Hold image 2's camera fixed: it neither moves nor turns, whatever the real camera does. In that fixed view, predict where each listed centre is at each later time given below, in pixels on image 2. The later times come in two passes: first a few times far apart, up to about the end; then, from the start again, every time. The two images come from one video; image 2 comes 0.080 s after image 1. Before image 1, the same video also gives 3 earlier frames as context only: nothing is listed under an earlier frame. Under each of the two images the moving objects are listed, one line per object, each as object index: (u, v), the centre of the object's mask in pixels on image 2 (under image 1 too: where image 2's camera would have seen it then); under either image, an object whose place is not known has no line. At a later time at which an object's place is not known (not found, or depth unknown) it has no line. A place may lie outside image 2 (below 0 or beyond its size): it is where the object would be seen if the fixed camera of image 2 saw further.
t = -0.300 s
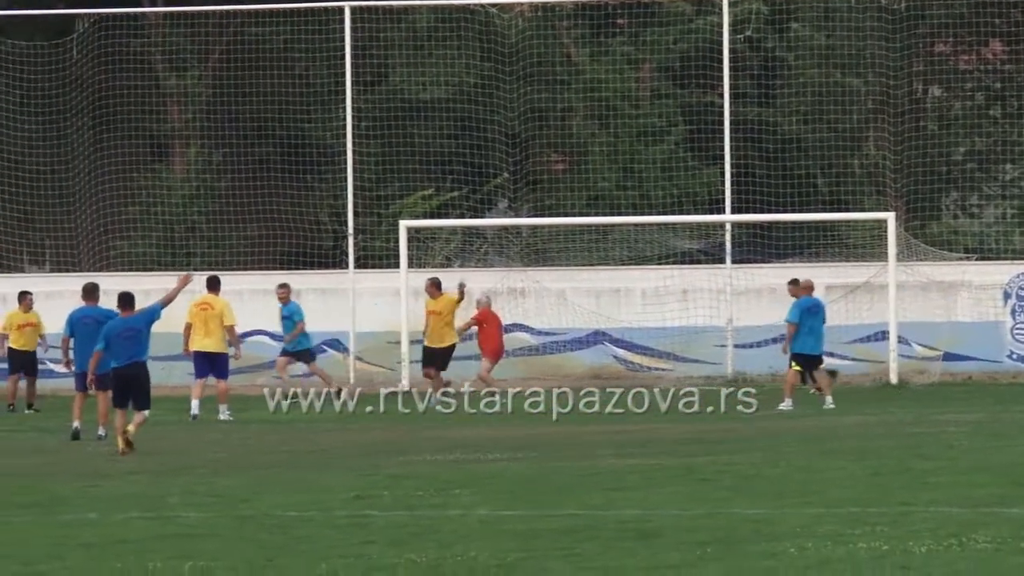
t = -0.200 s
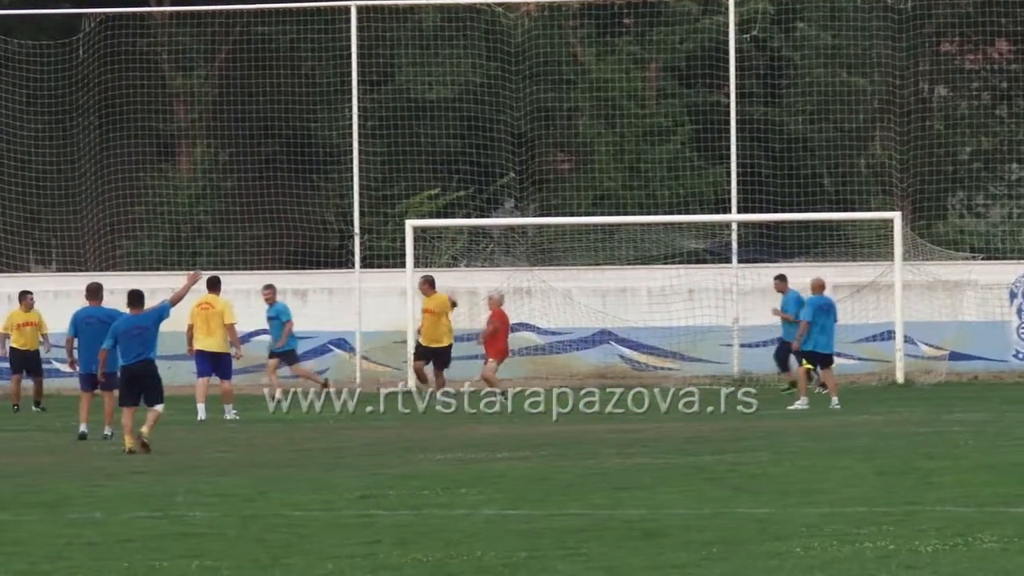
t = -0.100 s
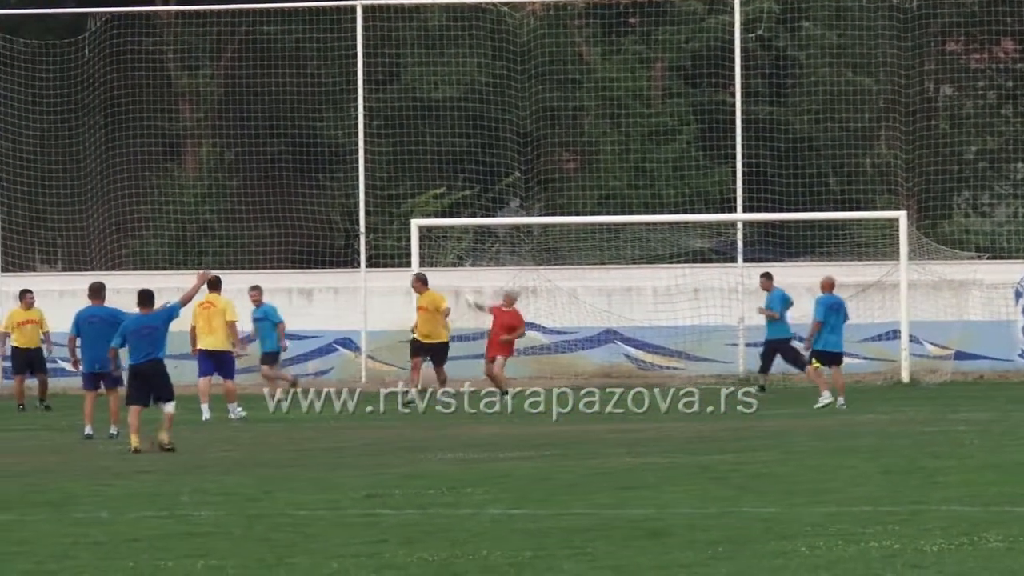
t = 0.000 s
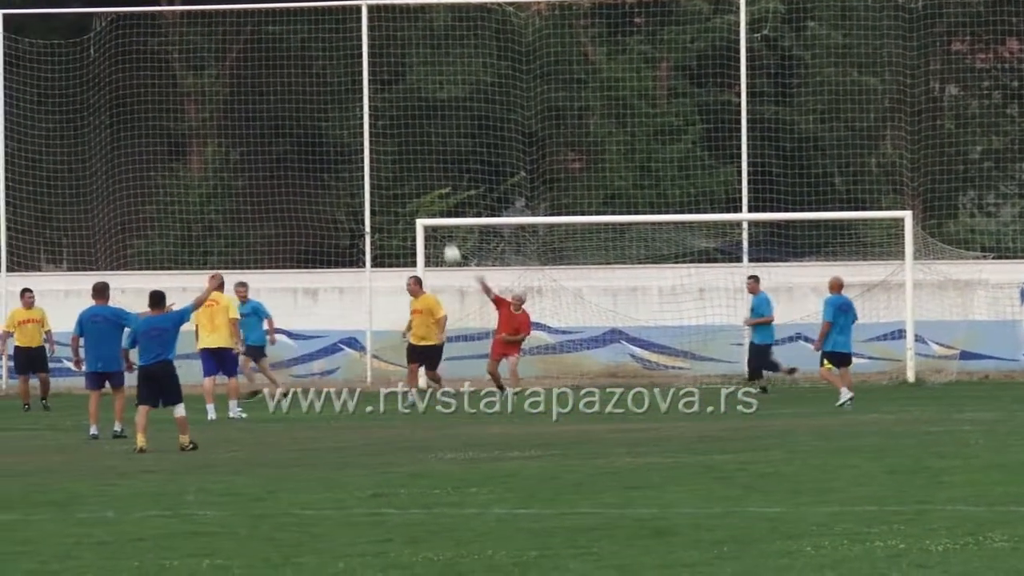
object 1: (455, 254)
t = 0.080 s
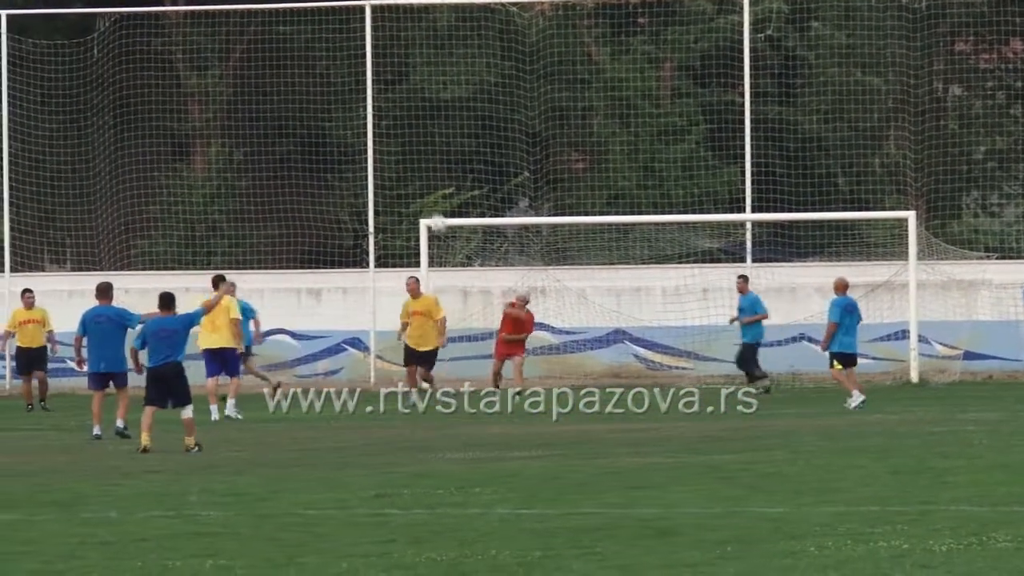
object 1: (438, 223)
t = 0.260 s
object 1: (397, 168)
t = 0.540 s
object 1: (325, 122)
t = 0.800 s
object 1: (249, 129)
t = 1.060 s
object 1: (164, 186)
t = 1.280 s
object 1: (84, 280)
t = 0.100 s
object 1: (434, 215)
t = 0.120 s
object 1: (429, 209)
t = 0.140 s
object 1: (425, 202)
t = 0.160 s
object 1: (421, 196)
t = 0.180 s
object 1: (416, 190)
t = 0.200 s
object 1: (412, 184)
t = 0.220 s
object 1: (407, 178)
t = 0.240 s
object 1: (402, 173)
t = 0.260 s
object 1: (397, 168)
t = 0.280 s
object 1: (392, 163)
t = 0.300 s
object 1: (388, 158)
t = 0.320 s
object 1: (383, 154)
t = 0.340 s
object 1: (379, 149)
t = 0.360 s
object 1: (373, 146)
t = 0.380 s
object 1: (367, 142)
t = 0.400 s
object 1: (360, 138)
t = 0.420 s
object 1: (356, 135)
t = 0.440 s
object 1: (352, 132)
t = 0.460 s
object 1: (346, 130)
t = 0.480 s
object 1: (341, 127)
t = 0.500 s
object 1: (336, 126)
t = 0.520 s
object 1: (331, 124)
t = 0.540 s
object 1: (325, 122)
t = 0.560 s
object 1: (320, 121)
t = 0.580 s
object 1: (314, 120)
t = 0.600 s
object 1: (308, 119)
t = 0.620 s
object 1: (302, 119)
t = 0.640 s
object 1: (297, 119)
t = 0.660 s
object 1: (291, 119)
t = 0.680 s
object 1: (285, 120)
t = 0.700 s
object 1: (279, 120)
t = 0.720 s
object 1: (273, 121)
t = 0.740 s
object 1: (267, 123)
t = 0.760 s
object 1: (261, 125)
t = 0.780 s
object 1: (255, 126)
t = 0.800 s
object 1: (249, 129)
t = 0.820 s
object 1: (243, 131)
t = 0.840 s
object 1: (236, 134)
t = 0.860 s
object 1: (230, 137)
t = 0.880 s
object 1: (224, 140)
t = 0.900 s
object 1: (218, 145)
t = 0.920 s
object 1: (210, 148)
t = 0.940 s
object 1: (204, 153)
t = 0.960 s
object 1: (198, 158)
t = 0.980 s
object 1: (191, 163)
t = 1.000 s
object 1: (184, 168)
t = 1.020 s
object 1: (178, 173)
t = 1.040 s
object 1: (171, 179)
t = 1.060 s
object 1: (164, 186)
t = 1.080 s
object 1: (157, 193)
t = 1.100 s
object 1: (150, 199)
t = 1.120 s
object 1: (143, 207)
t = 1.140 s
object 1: (136, 215)
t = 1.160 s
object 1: (129, 222)
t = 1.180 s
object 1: (121, 232)
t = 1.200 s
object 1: (114, 240)
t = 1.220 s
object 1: (106, 248)
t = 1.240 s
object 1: (100, 259)
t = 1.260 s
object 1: (92, 268)
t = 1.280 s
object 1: (84, 280)
